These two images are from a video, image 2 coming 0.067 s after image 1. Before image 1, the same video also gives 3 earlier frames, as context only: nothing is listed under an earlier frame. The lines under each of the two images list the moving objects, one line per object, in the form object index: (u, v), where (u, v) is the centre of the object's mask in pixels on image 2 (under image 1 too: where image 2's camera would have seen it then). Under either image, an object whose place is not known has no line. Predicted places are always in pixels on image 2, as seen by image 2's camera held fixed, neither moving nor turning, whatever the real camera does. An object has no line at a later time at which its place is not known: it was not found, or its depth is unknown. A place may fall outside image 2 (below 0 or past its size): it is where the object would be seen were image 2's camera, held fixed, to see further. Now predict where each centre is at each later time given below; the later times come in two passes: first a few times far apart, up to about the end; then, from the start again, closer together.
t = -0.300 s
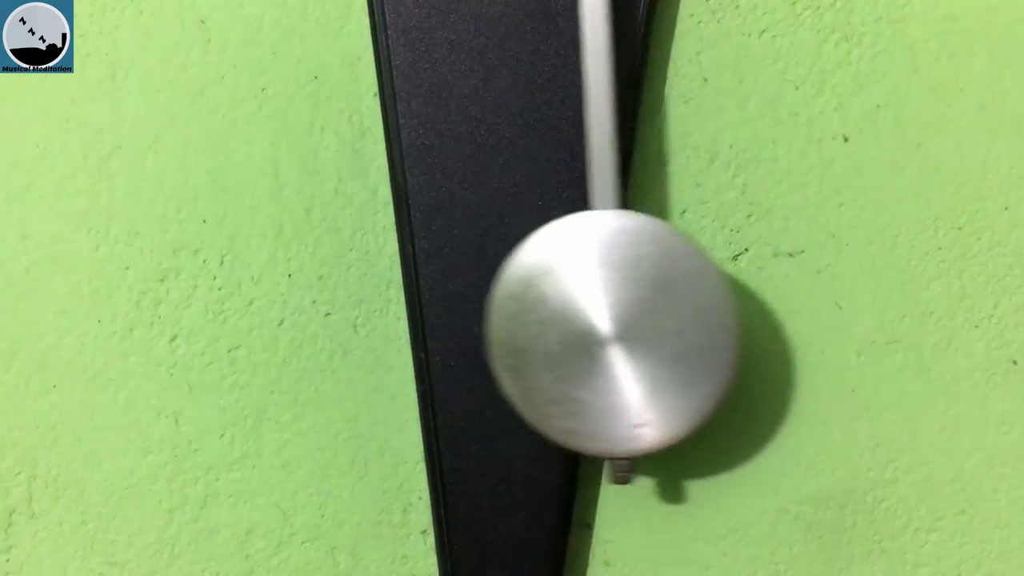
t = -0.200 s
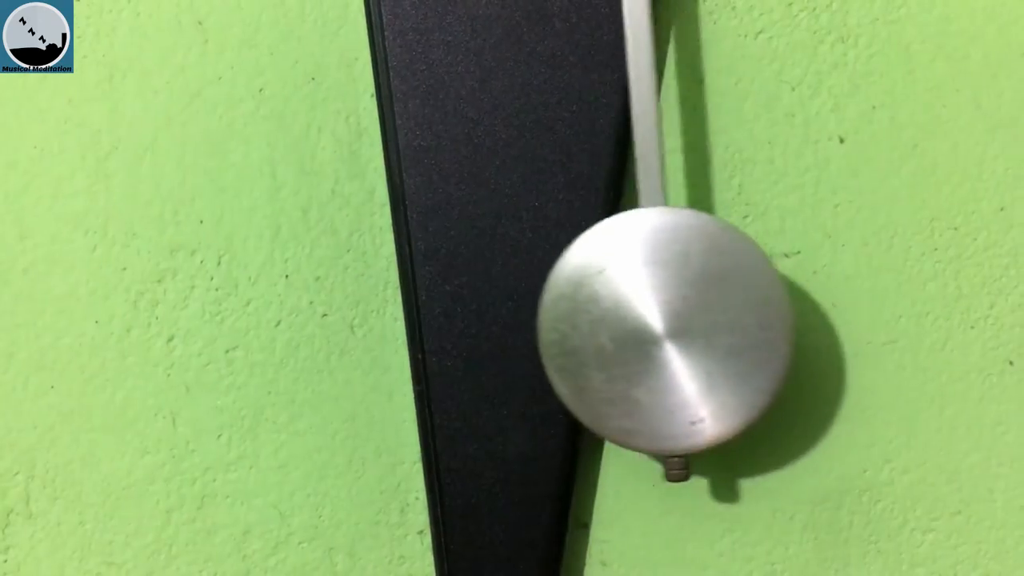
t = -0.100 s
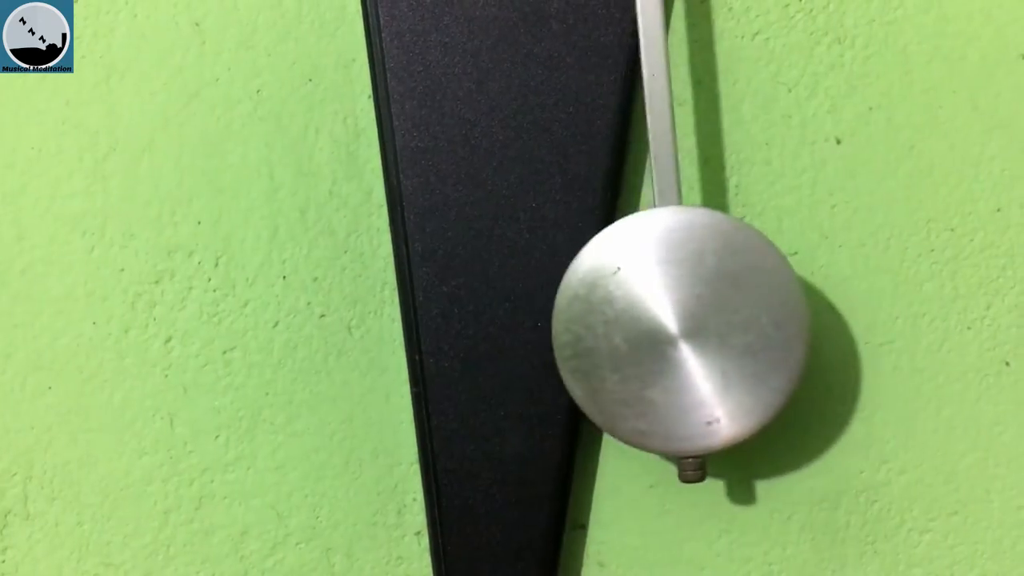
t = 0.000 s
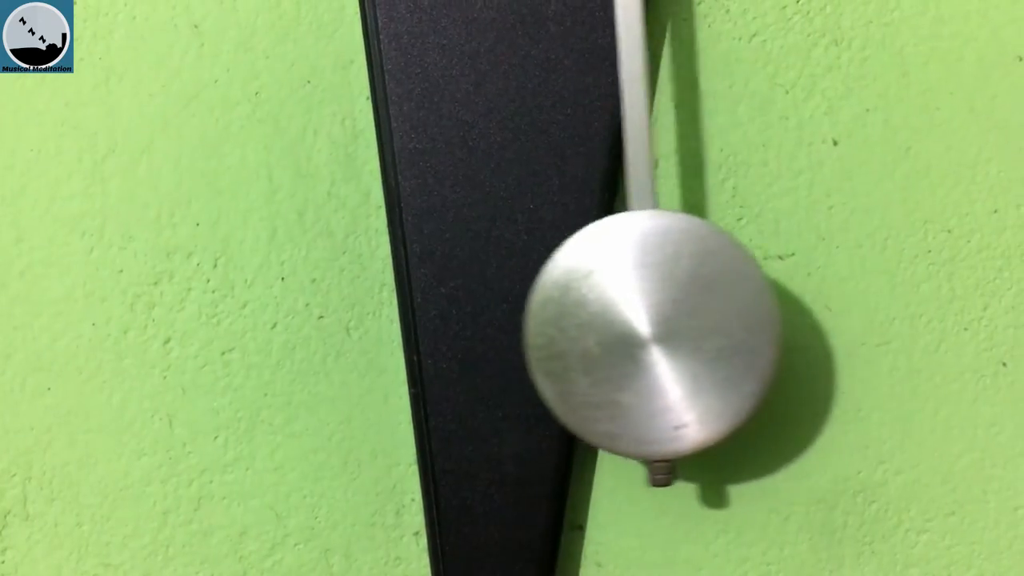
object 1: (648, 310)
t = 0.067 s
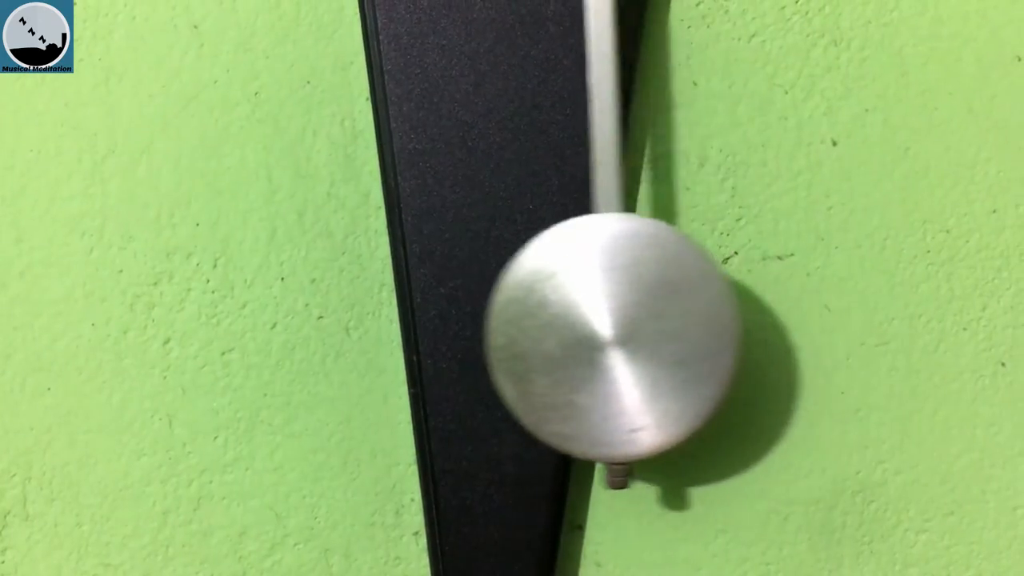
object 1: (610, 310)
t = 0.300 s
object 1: (440, 306)
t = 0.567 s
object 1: (388, 307)
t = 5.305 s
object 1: (391, 309)
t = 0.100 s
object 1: (587, 310)
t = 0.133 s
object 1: (562, 309)
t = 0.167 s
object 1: (535, 309)
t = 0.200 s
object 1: (512, 308)
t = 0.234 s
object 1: (486, 307)
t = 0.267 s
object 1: (462, 306)
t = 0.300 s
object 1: (440, 306)
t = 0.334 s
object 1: (419, 305)
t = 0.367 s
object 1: (402, 305)
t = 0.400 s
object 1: (389, 304)
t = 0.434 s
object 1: (380, 302)
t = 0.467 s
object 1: (375, 305)
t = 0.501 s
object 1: (375, 305)
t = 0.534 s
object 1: (379, 306)
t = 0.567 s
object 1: (388, 307)
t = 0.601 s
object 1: (401, 309)
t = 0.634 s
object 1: (418, 309)
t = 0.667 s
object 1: (439, 309)
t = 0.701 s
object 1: (462, 310)
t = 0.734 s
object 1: (487, 309)
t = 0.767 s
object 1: (512, 310)
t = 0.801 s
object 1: (537, 311)
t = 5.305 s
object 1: (391, 309)
